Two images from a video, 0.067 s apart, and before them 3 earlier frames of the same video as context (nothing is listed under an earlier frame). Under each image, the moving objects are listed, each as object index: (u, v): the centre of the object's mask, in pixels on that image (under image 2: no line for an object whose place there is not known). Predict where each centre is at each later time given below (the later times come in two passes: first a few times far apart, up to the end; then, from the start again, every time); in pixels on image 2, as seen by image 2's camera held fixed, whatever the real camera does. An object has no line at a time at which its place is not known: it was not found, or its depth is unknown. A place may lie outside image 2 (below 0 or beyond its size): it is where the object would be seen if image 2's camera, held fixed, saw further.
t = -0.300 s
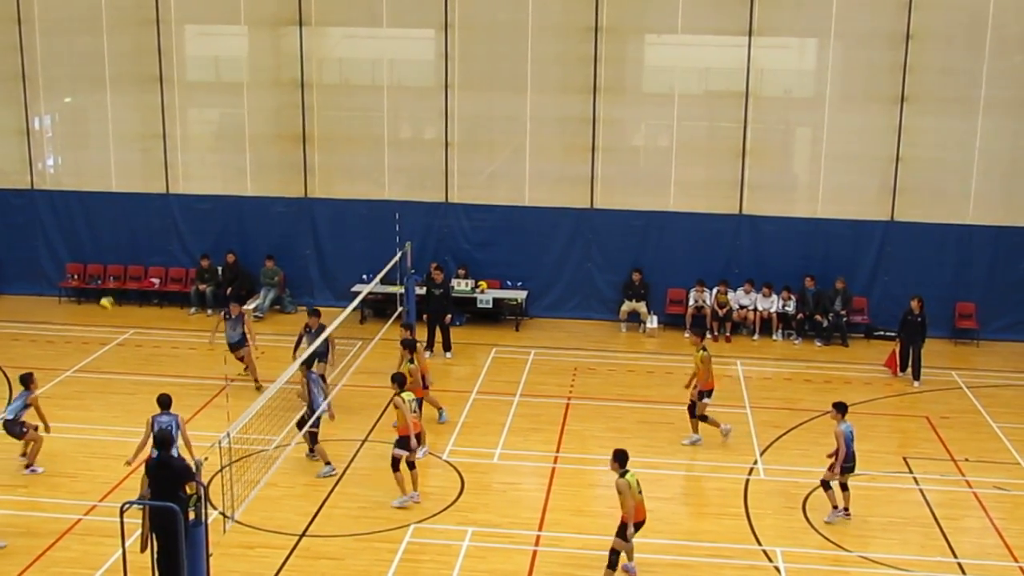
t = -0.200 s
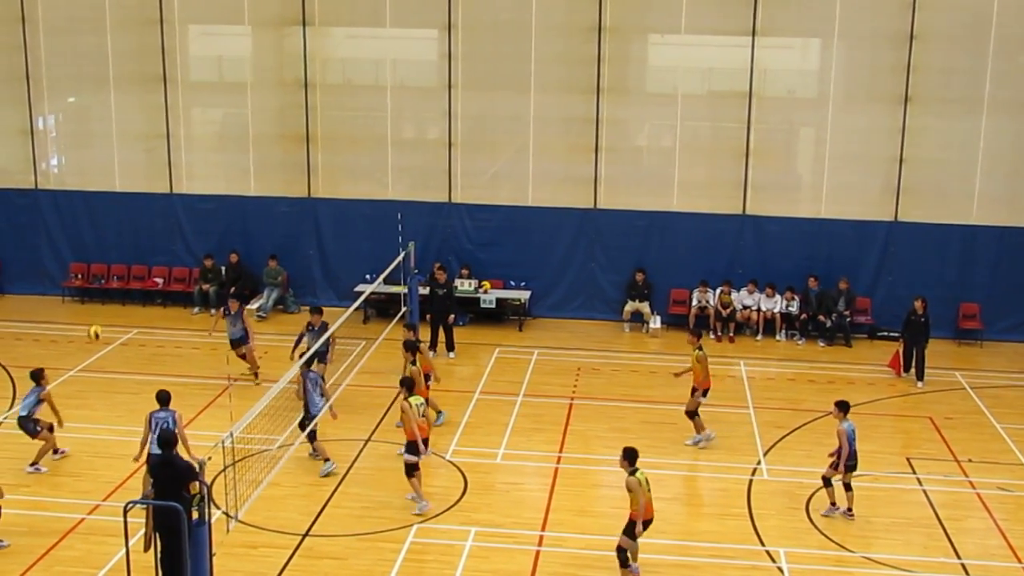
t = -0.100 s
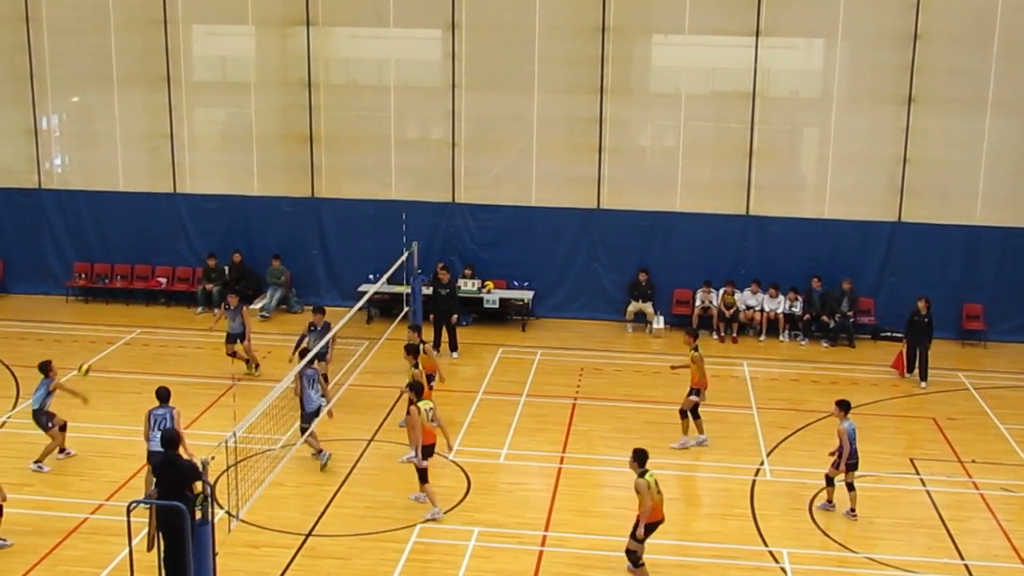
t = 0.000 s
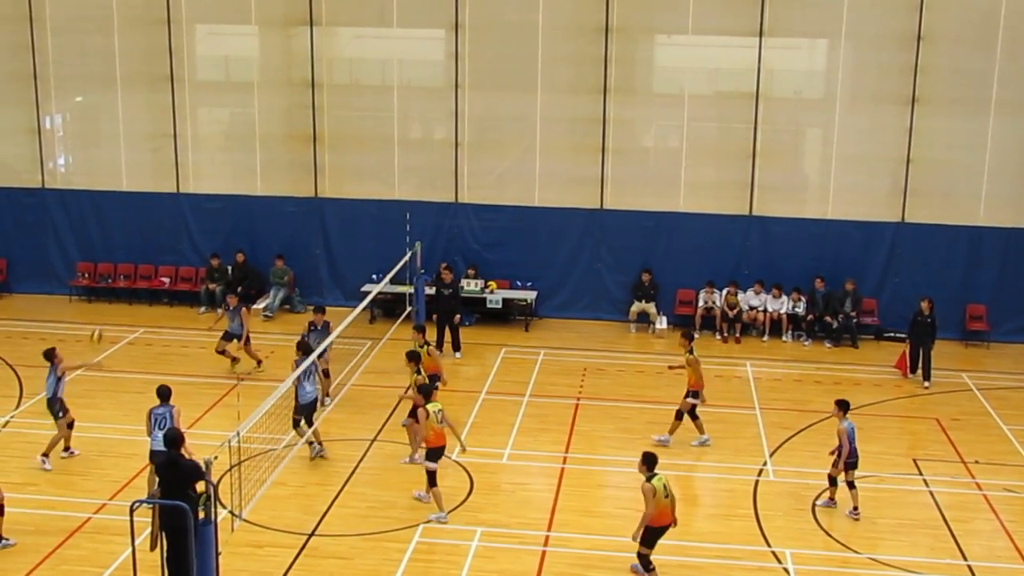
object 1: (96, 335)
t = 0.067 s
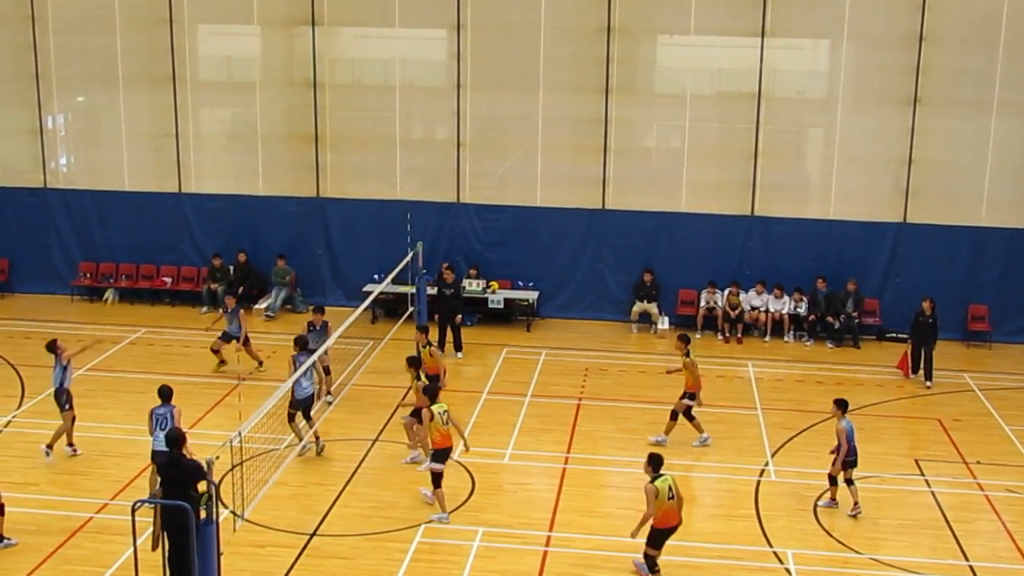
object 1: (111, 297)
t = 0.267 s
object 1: (148, 205)
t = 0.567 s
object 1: (205, 121)
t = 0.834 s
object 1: (253, 99)
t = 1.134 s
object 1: (305, 127)
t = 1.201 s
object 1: (316, 141)
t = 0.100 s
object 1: (116, 281)
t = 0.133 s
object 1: (123, 262)
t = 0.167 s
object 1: (129, 248)
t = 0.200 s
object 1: (136, 233)
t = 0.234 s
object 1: (142, 218)
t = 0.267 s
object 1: (148, 205)
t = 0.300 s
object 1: (154, 193)
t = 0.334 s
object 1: (162, 181)
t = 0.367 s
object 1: (168, 169)
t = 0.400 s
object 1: (175, 160)
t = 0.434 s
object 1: (181, 149)
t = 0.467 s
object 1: (187, 141)
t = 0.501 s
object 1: (193, 134)
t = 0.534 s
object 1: (199, 127)
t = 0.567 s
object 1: (205, 121)
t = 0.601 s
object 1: (211, 116)
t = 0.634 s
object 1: (217, 110)
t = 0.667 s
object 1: (223, 107)
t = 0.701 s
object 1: (229, 104)
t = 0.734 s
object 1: (235, 101)
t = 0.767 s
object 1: (241, 100)
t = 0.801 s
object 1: (247, 99)
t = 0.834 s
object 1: (253, 99)
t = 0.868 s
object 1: (259, 99)
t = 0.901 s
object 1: (266, 100)
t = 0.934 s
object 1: (271, 102)
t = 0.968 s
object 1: (277, 104)
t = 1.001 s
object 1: (282, 108)
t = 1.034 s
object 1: (288, 112)
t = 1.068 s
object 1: (293, 116)
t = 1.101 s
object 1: (299, 121)
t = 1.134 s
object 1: (305, 127)
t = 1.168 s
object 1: (311, 134)
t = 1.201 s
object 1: (316, 141)
